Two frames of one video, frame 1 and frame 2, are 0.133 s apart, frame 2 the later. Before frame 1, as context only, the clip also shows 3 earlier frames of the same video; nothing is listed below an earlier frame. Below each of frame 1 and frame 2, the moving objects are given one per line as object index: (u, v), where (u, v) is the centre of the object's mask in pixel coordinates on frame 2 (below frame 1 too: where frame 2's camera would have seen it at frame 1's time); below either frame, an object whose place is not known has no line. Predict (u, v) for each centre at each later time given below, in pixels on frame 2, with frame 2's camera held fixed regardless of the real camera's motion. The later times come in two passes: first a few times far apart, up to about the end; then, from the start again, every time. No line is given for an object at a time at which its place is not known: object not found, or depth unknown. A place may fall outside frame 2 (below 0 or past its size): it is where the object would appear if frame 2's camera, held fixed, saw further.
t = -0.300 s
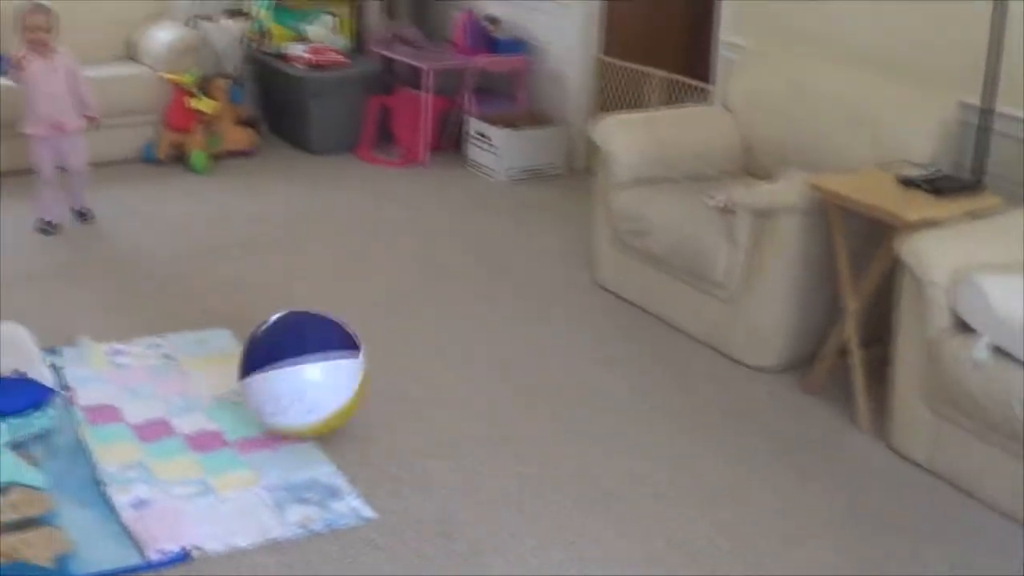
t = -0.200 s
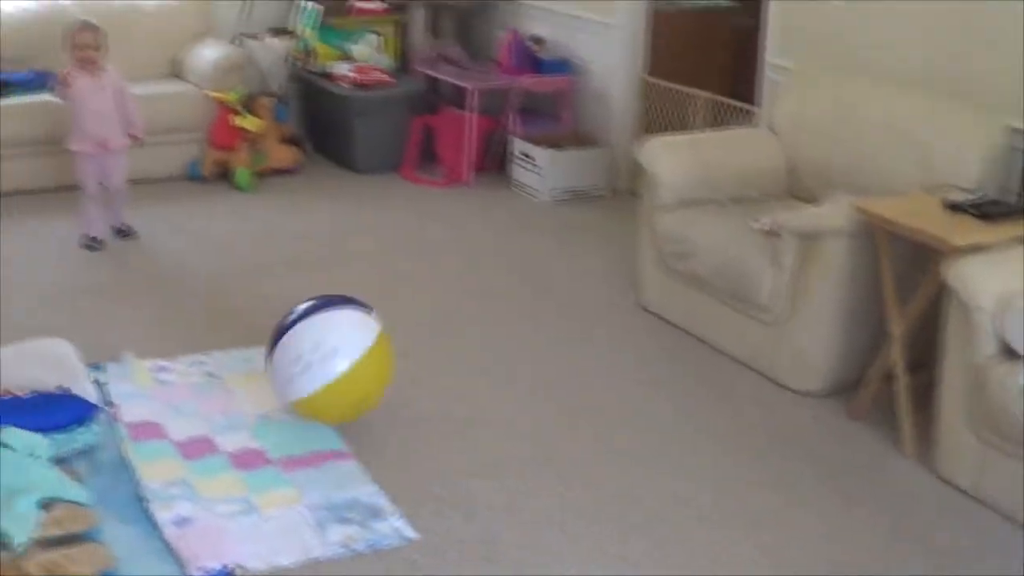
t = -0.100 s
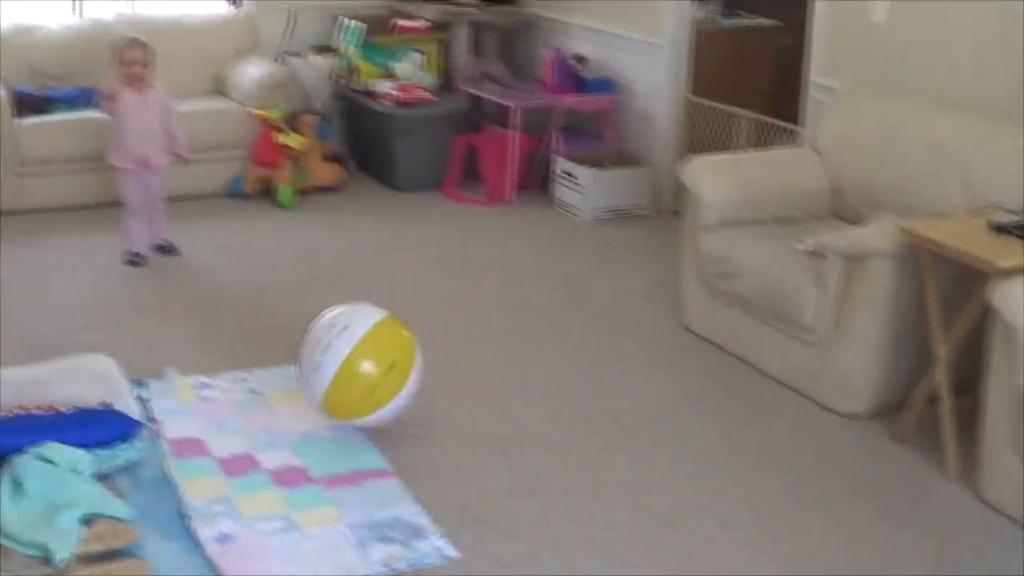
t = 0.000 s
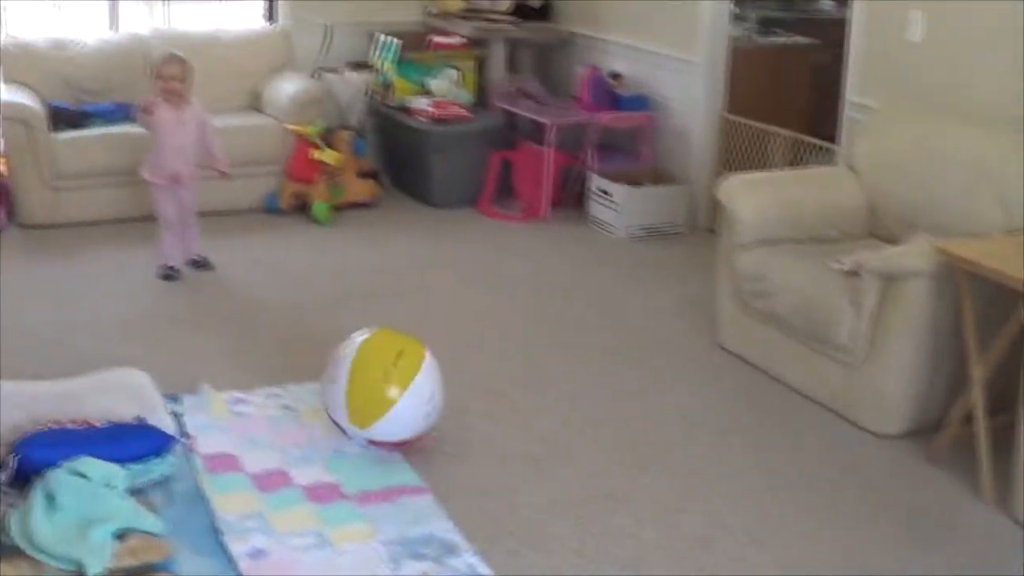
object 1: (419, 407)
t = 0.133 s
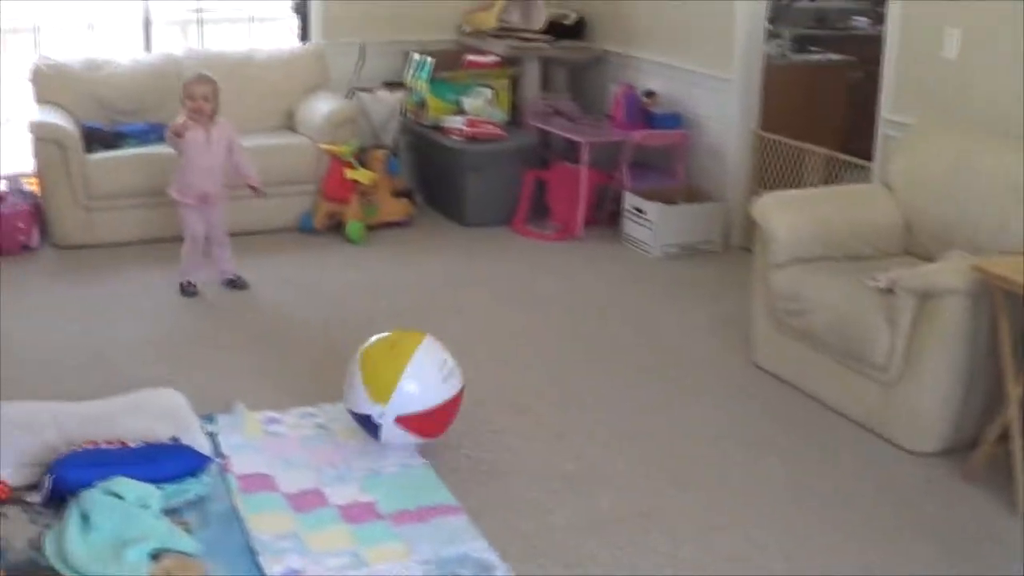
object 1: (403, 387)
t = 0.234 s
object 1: (394, 385)
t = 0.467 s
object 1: (377, 372)
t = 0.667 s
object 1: (373, 365)
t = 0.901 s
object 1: (373, 356)
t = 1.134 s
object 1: (379, 345)
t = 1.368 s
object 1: (387, 336)
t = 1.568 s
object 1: (395, 329)
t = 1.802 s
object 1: (400, 322)
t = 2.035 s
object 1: (402, 316)
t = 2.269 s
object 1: (403, 311)
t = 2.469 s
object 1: (405, 306)
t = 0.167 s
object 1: (401, 385)
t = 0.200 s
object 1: (396, 385)
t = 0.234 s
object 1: (394, 385)
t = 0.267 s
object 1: (392, 382)
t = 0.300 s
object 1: (388, 378)
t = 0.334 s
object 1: (386, 377)
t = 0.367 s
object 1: (383, 377)
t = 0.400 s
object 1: (380, 375)
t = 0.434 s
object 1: (379, 372)
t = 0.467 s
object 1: (377, 372)
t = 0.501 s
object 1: (376, 372)
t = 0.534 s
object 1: (375, 371)
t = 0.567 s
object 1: (374, 369)
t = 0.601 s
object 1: (374, 368)
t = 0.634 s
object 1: (373, 367)
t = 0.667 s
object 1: (373, 365)
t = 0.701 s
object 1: (373, 364)
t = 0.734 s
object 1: (373, 363)
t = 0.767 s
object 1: (373, 361)
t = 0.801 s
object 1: (373, 359)
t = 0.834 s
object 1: (373, 357)
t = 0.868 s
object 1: (373, 357)
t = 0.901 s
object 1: (373, 356)
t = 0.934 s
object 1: (375, 355)
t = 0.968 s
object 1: (375, 353)
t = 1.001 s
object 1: (376, 351)
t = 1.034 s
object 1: (376, 350)
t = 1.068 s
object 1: (377, 348)
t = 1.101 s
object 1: (379, 347)
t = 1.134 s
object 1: (379, 345)
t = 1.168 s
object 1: (381, 344)
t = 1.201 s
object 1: (382, 343)
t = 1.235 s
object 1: (383, 341)
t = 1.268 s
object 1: (384, 340)
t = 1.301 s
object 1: (385, 338)
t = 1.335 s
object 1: (386, 337)
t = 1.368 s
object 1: (387, 336)
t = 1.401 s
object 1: (389, 335)
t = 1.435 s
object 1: (390, 334)
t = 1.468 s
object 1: (391, 332)
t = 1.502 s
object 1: (392, 331)
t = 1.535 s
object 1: (394, 330)
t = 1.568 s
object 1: (395, 329)
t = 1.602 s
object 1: (396, 328)
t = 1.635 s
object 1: (397, 327)
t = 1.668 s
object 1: (397, 326)
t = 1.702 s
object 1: (398, 325)
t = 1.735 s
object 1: (399, 323)
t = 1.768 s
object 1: (399, 323)
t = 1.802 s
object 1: (400, 322)
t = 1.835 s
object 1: (400, 321)
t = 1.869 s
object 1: (401, 320)
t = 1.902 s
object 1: (401, 319)
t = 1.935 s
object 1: (401, 318)
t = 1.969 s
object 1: (401, 317)
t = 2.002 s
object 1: (402, 317)
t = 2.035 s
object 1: (402, 316)
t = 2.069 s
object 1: (402, 315)
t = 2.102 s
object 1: (402, 314)
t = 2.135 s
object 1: (403, 314)
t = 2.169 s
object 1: (402, 313)
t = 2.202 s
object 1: (403, 313)
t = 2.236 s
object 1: (403, 312)
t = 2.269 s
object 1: (403, 311)
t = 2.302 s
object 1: (403, 311)
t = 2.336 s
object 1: (404, 309)
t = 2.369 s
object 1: (404, 309)
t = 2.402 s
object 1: (404, 308)
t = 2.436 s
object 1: (404, 307)
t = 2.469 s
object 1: (405, 306)
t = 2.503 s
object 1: (405, 306)
